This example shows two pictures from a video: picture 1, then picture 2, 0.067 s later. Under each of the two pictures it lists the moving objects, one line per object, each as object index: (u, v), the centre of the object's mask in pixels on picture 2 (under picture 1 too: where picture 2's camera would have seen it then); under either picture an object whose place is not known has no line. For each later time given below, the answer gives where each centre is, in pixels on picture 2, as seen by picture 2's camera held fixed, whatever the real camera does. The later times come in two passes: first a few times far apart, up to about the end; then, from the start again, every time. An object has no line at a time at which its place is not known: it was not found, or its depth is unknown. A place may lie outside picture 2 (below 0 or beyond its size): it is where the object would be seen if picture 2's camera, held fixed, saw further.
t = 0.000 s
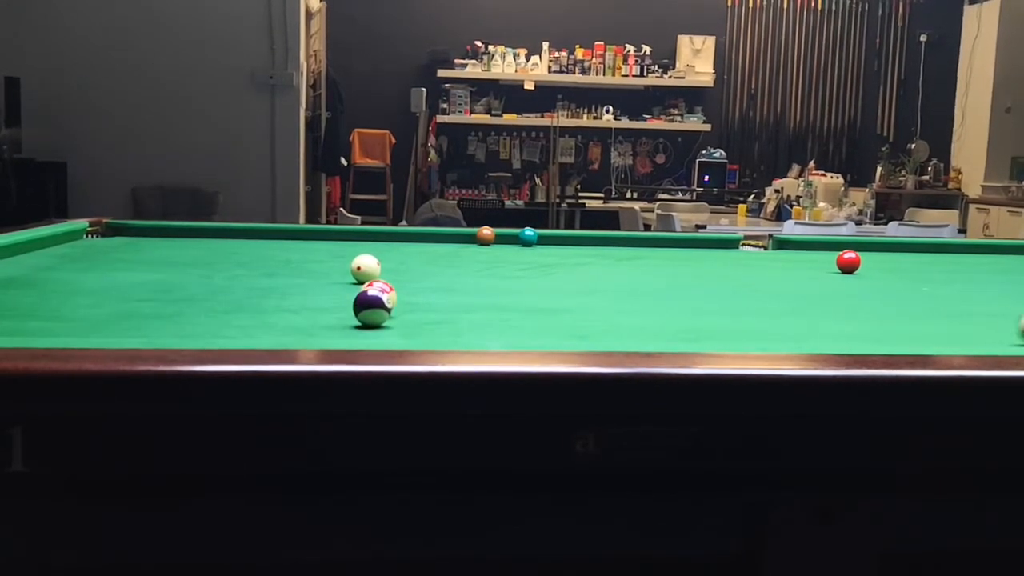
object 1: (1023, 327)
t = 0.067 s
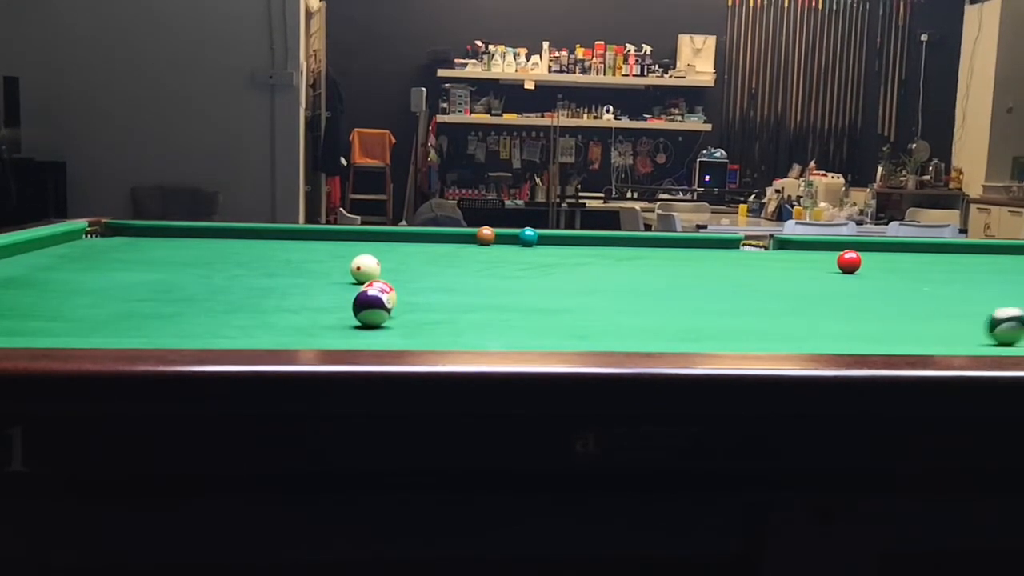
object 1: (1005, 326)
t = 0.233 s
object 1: (923, 324)
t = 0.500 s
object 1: (790, 322)
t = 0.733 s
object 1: (675, 319)
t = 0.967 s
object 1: (564, 317)
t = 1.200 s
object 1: (457, 317)
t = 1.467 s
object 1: (332, 315)
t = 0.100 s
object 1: (990, 325)
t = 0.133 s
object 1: (975, 326)
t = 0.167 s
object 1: (959, 325)
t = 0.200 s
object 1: (941, 324)
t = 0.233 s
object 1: (923, 324)
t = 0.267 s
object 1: (907, 324)
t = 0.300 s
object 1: (891, 324)
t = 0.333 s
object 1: (874, 324)
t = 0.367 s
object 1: (858, 324)
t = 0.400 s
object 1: (842, 323)
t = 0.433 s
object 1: (825, 322)
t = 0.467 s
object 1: (807, 322)
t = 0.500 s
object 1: (790, 322)
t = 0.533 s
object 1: (774, 322)
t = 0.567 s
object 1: (757, 321)
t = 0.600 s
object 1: (741, 322)
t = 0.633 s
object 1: (725, 321)
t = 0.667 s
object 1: (709, 321)
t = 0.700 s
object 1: (693, 319)
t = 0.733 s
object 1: (675, 319)
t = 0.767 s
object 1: (660, 320)
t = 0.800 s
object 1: (644, 319)
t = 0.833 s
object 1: (627, 319)
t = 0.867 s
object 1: (612, 319)
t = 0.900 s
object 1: (596, 319)
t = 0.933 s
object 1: (581, 318)
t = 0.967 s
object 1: (564, 317)
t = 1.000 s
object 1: (548, 317)
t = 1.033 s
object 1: (533, 318)
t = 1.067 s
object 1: (518, 317)
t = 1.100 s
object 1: (502, 317)
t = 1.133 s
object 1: (487, 317)
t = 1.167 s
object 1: (473, 317)
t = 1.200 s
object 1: (457, 317)
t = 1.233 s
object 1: (442, 315)
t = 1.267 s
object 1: (425, 315)
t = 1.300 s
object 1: (411, 316)
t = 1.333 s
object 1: (393, 315)
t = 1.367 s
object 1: (377, 315)
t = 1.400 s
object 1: (363, 315)
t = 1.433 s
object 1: (347, 315)
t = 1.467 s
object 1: (332, 315)
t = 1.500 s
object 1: (317, 314)
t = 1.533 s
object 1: (301, 314)
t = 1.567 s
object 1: (285, 314)
